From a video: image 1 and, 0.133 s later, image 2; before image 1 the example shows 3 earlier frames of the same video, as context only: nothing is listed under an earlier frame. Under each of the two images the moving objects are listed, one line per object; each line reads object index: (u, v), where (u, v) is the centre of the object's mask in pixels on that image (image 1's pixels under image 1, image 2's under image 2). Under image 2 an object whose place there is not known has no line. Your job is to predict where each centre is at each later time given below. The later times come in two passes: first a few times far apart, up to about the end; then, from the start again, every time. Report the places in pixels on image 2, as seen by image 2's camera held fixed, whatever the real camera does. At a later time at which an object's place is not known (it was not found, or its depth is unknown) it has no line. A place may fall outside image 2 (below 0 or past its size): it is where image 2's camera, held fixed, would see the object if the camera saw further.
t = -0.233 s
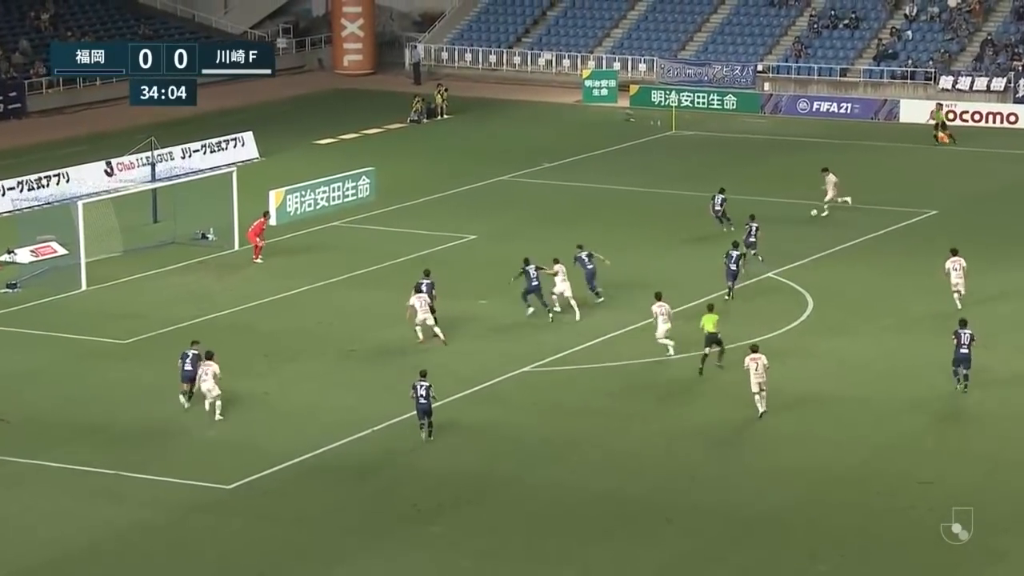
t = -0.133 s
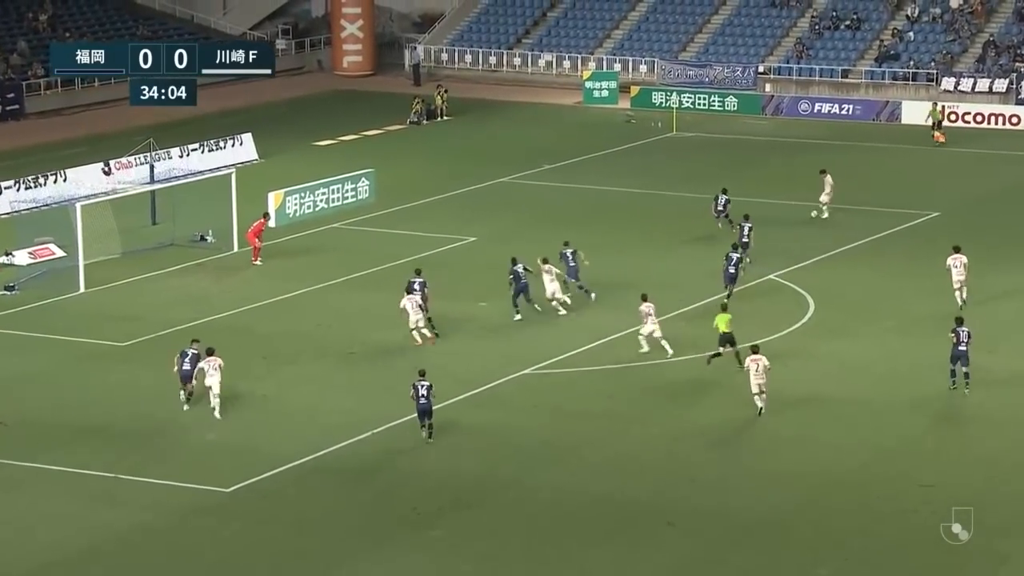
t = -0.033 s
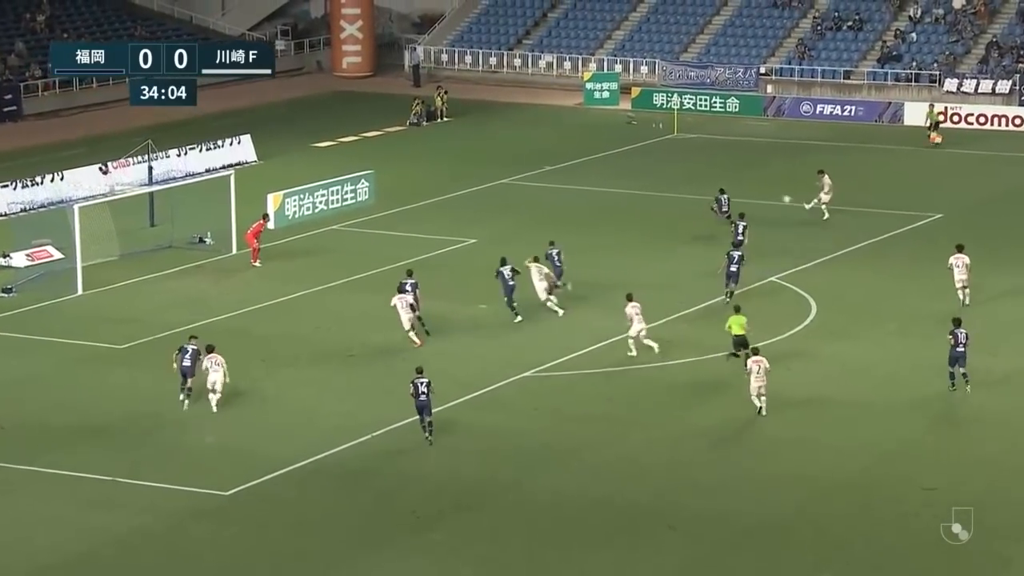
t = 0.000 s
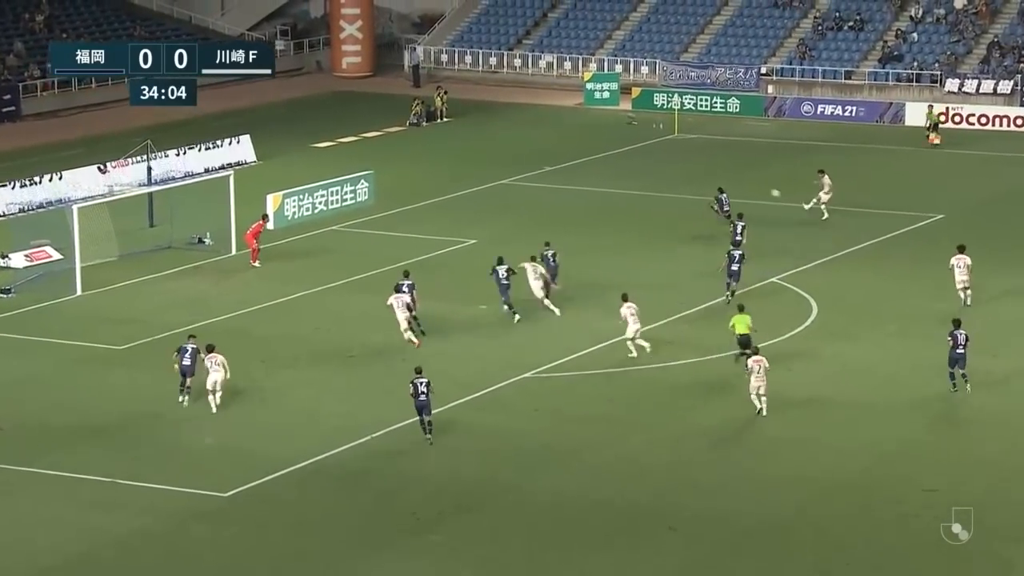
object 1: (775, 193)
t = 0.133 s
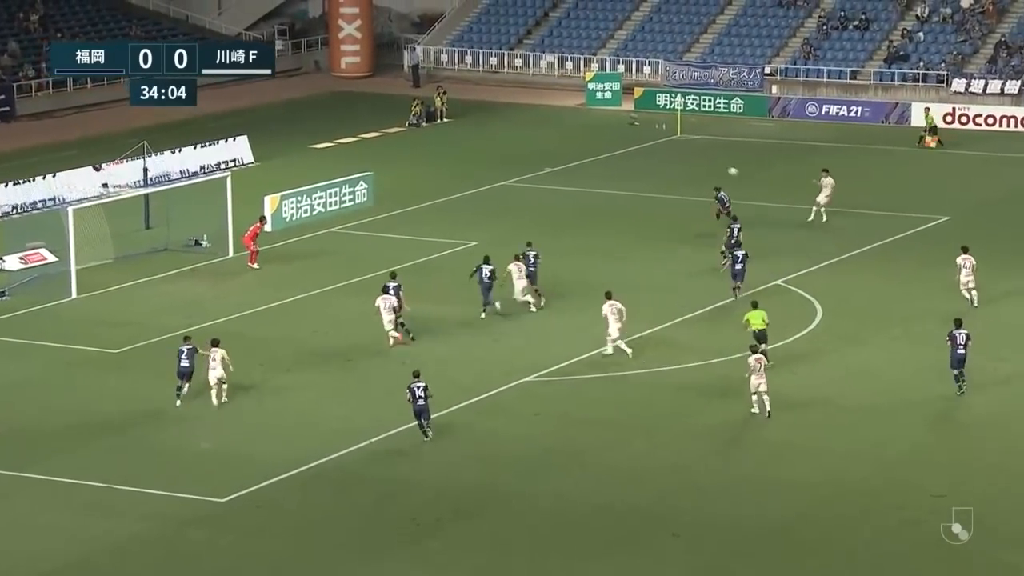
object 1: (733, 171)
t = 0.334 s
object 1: (670, 145)
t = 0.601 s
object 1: (592, 126)
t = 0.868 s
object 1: (514, 130)
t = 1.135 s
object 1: (437, 154)
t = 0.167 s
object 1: (722, 166)
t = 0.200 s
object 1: (711, 161)
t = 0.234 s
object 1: (702, 157)
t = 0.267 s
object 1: (691, 153)
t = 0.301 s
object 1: (681, 149)
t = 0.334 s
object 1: (670, 145)
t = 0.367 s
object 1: (660, 142)
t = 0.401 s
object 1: (650, 138)
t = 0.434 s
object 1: (641, 136)
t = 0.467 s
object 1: (631, 133)
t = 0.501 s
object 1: (621, 131)
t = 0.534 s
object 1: (611, 129)
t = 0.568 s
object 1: (601, 127)
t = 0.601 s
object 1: (592, 126)
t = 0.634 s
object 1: (582, 125)
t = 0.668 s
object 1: (572, 125)
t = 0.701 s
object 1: (563, 125)
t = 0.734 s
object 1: (553, 126)
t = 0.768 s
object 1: (544, 126)
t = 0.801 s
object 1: (534, 127)
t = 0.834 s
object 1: (524, 128)
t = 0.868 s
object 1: (514, 130)
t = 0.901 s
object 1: (504, 132)
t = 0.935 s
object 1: (494, 134)
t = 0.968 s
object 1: (485, 137)
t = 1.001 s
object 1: (475, 140)
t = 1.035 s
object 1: (466, 143)
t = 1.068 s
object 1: (456, 146)
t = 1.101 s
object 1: (447, 150)
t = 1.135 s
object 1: (437, 154)
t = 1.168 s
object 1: (428, 159)
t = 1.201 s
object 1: (418, 164)
